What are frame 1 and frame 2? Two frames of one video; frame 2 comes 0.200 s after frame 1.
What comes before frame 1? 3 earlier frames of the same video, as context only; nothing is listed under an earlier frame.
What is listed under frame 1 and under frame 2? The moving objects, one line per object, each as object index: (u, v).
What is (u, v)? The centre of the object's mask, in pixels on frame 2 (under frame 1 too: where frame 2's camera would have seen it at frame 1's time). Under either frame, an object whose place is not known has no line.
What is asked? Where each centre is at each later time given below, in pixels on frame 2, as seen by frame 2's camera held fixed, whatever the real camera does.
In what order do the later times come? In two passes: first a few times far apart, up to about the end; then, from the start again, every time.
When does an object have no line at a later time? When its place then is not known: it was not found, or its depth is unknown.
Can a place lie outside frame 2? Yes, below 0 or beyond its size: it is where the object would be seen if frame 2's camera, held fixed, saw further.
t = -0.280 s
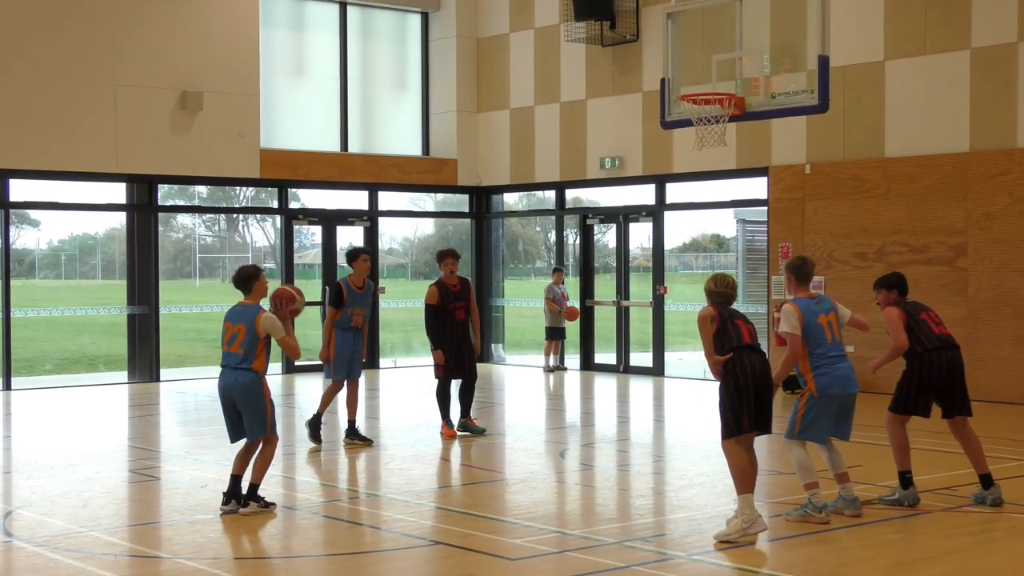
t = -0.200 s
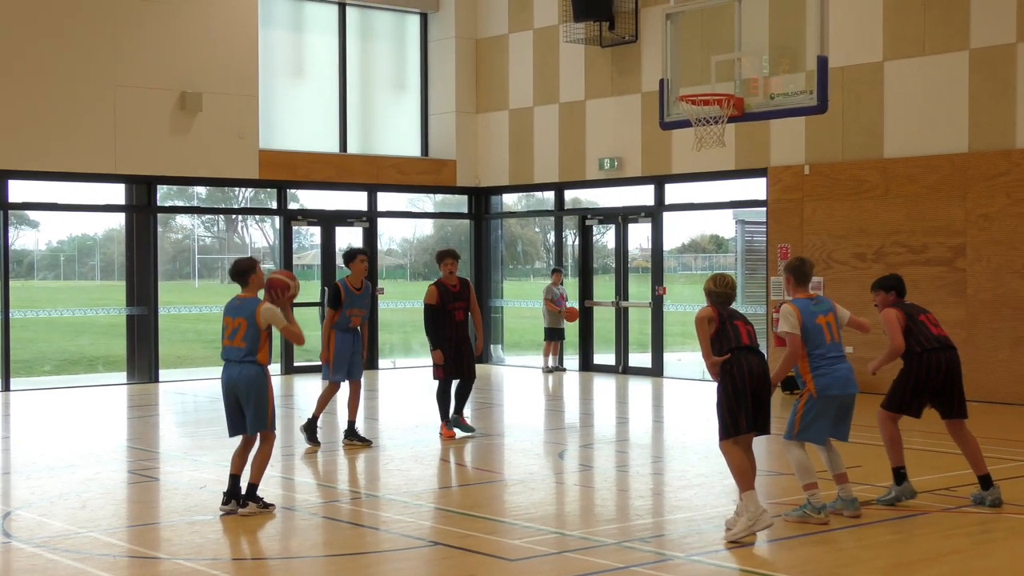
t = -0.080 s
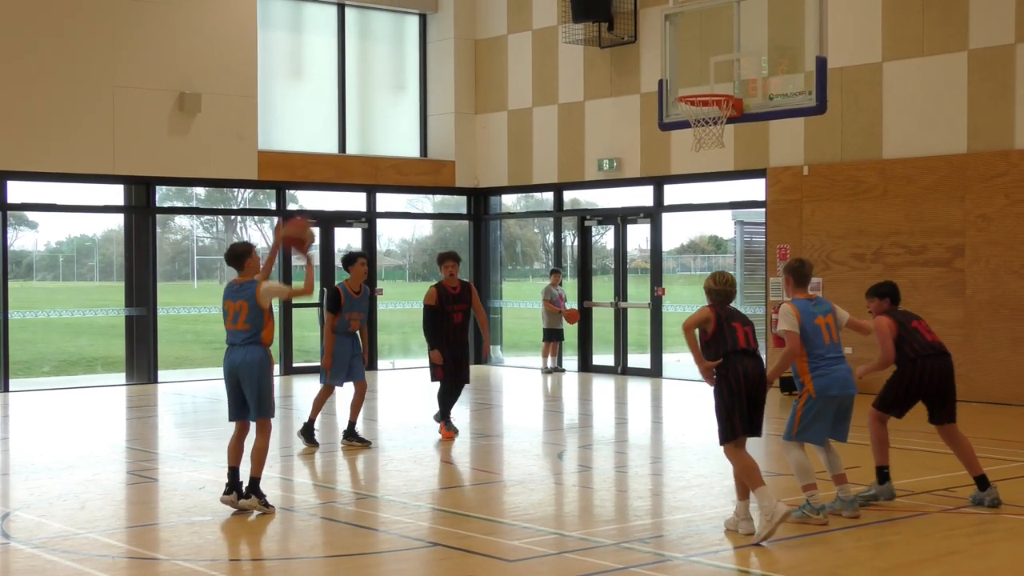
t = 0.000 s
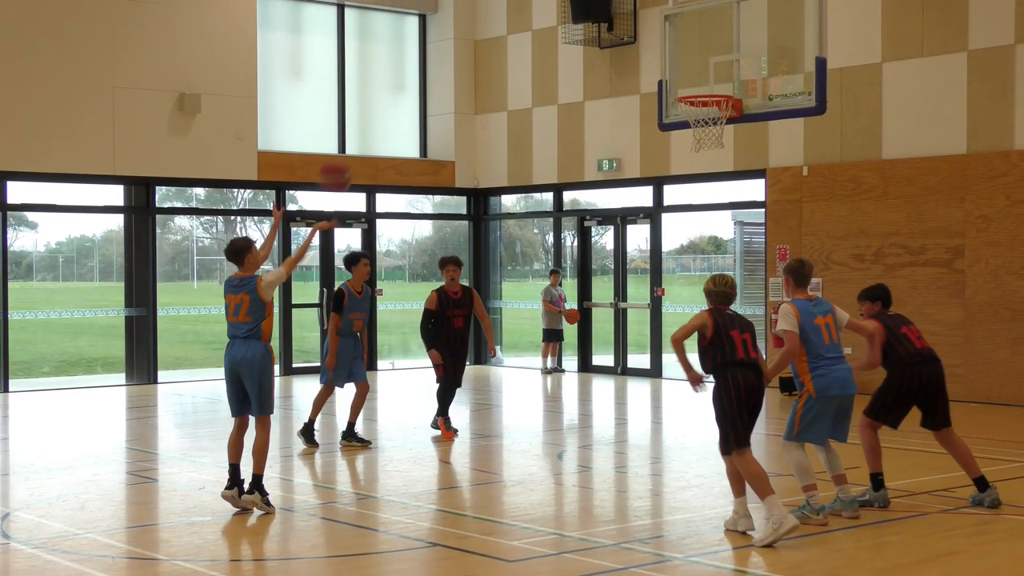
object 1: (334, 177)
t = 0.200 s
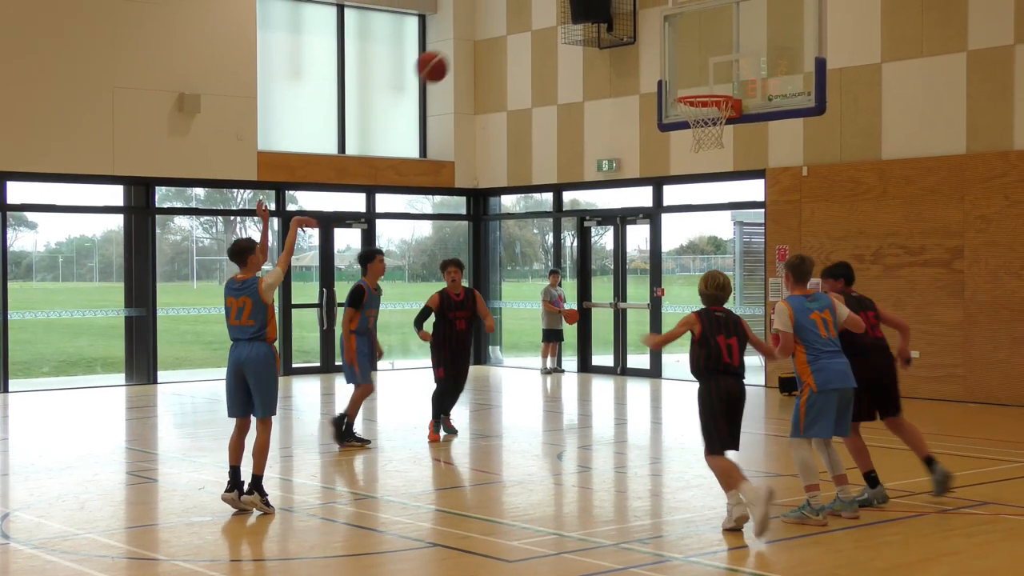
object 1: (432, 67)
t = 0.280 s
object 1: (467, 41)
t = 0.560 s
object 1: (581, 16)
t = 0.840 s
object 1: (681, 83)
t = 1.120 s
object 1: (718, 77)
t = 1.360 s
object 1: (694, 104)
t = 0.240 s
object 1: (450, 52)
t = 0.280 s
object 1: (467, 41)
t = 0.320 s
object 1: (484, 31)
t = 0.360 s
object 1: (501, 23)
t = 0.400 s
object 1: (518, 17)
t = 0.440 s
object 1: (534, 15)
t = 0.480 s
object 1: (550, 14)
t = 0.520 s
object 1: (566, 14)
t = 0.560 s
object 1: (581, 16)
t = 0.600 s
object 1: (597, 21)
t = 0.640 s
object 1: (611, 27)
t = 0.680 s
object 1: (626, 36)
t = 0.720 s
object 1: (640, 46)
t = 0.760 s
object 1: (654, 58)
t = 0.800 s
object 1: (668, 71)
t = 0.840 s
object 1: (681, 83)
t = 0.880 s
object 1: (687, 78)
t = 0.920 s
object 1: (693, 73)
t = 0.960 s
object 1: (700, 71)
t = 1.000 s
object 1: (705, 71)
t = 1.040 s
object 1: (711, 72)
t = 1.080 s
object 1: (717, 75)
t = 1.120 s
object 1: (718, 77)
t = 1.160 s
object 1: (714, 77)
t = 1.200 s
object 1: (709, 79)
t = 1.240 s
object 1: (704, 82)
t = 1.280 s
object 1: (699, 85)
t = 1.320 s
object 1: (694, 95)
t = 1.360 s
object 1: (694, 104)
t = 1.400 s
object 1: (697, 113)
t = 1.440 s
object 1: (702, 123)
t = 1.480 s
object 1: (706, 132)
